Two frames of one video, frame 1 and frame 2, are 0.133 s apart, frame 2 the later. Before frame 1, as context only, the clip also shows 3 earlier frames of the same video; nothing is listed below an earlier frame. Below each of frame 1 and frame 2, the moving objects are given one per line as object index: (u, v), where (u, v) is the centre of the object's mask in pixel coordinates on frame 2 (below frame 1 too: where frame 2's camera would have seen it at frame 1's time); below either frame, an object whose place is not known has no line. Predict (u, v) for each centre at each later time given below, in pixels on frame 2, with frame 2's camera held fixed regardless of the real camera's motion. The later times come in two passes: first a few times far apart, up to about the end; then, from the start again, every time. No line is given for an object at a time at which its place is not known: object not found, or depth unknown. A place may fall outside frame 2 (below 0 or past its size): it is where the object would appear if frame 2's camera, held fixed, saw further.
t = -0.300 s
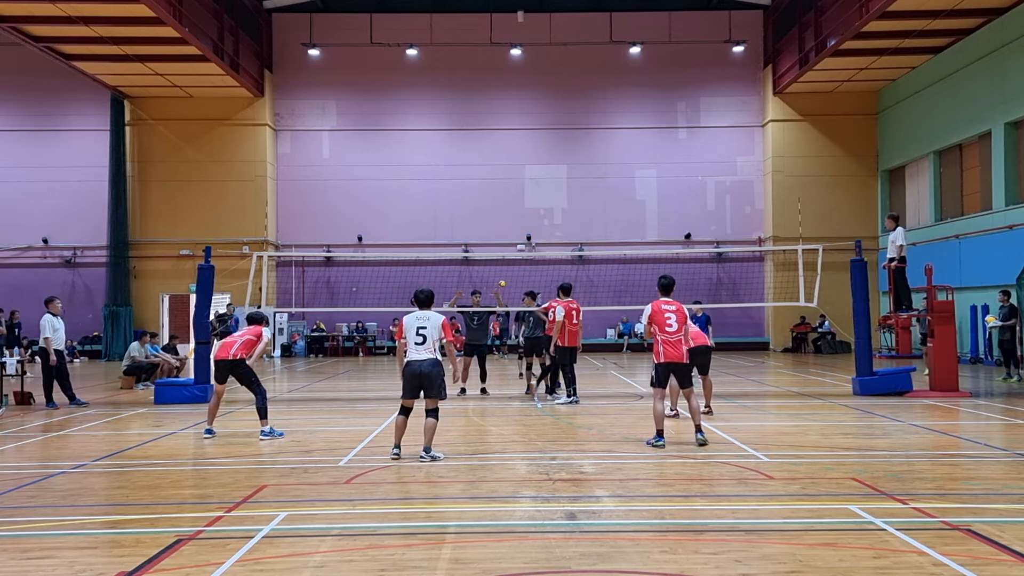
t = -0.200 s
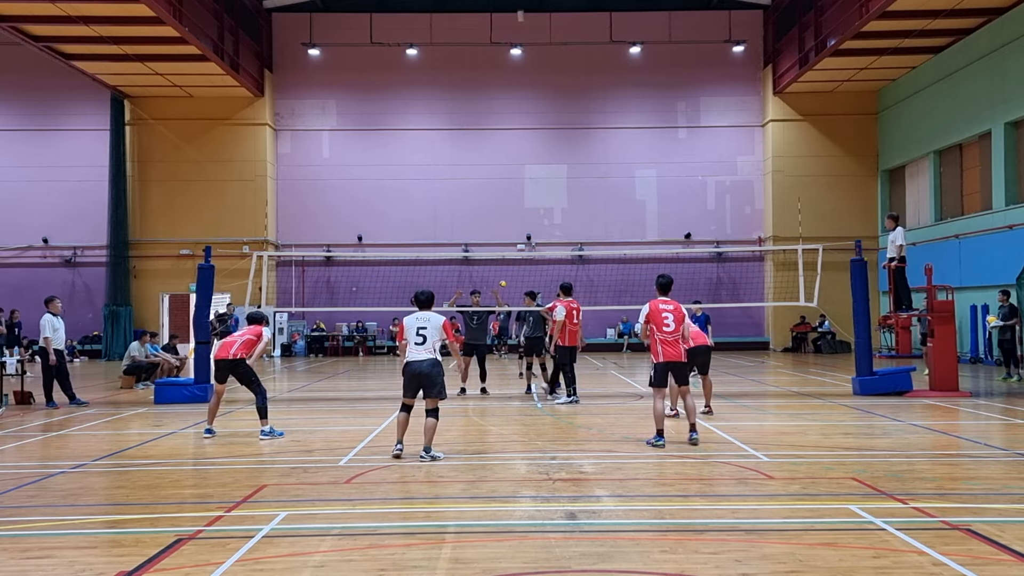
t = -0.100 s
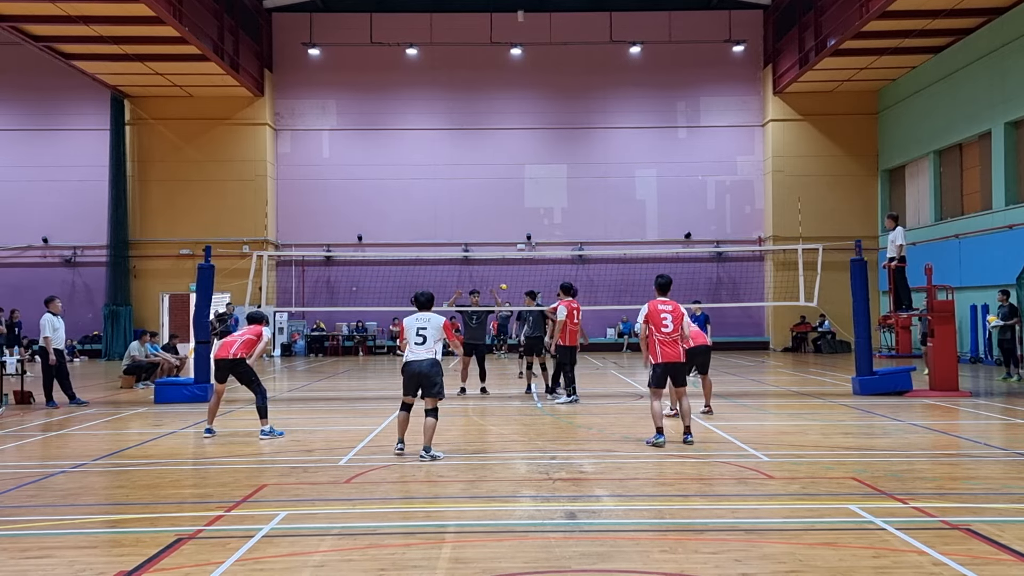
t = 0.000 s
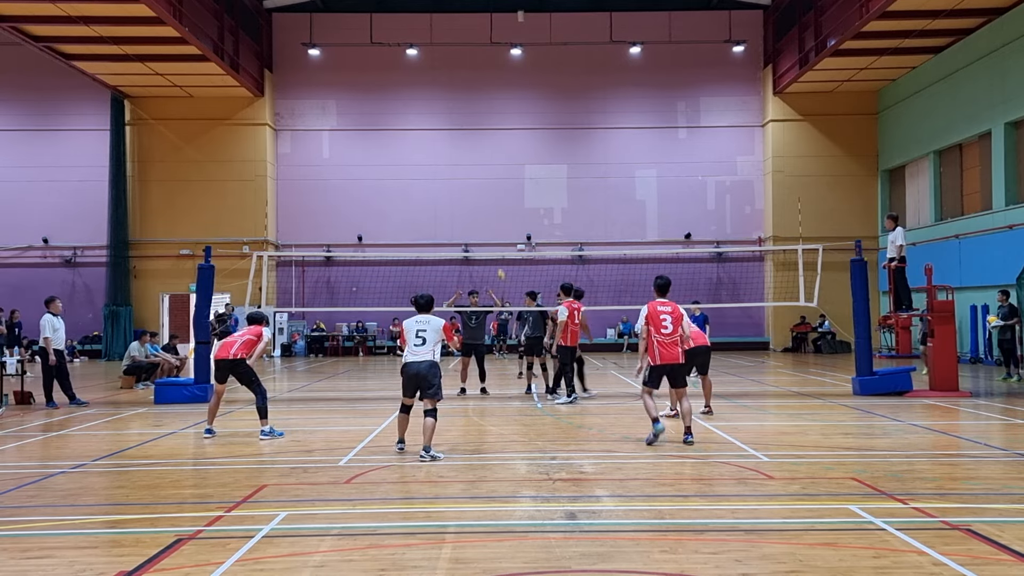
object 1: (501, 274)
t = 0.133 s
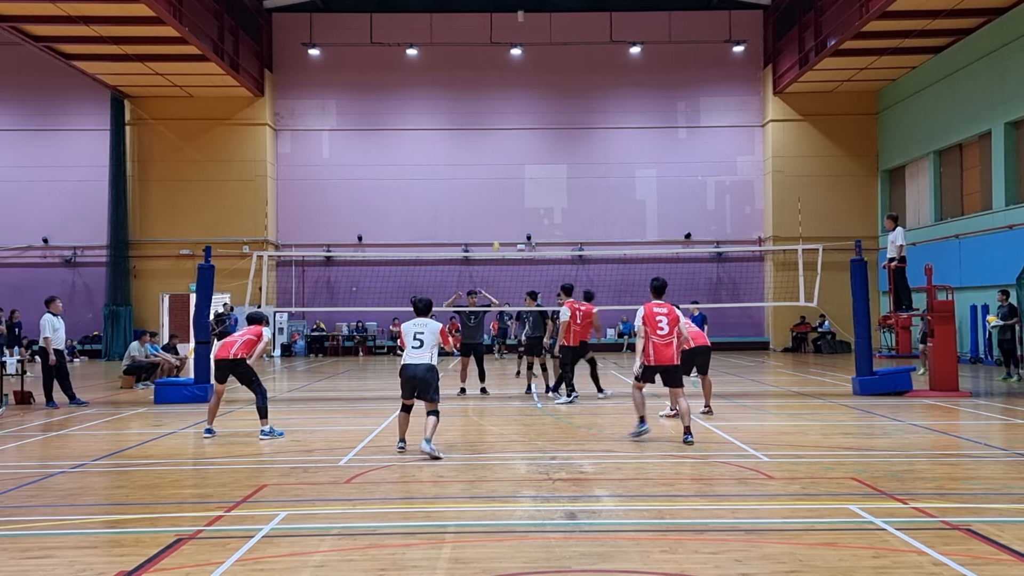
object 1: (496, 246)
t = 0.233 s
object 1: (492, 227)
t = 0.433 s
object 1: (481, 191)
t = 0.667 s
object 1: (465, 166)
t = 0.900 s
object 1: (444, 165)
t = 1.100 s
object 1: (422, 191)
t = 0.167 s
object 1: (495, 239)
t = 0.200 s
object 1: (494, 232)
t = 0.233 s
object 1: (492, 227)
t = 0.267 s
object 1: (490, 220)
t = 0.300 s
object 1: (488, 214)
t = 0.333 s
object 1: (487, 209)
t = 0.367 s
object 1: (485, 202)
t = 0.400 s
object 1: (483, 196)
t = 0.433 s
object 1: (481, 191)
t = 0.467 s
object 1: (479, 187)
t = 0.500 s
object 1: (477, 182)
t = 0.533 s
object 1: (475, 178)
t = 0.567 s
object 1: (472, 175)
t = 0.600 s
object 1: (470, 171)
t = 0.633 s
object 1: (467, 168)
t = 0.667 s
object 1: (465, 166)
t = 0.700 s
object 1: (462, 164)
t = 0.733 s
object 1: (460, 163)
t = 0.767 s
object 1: (457, 162)
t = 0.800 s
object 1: (454, 162)
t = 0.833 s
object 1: (451, 162)
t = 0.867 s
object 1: (447, 163)
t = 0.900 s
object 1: (444, 165)
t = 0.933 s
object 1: (441, 167)
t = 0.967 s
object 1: (437, 170)
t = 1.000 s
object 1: (433, 174)
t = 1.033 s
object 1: (430, 179)
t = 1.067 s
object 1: (426, 184)
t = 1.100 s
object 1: (422, 191)
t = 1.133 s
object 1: (418, 197)
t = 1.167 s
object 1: (414, 206)
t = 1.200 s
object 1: (410, 217)
